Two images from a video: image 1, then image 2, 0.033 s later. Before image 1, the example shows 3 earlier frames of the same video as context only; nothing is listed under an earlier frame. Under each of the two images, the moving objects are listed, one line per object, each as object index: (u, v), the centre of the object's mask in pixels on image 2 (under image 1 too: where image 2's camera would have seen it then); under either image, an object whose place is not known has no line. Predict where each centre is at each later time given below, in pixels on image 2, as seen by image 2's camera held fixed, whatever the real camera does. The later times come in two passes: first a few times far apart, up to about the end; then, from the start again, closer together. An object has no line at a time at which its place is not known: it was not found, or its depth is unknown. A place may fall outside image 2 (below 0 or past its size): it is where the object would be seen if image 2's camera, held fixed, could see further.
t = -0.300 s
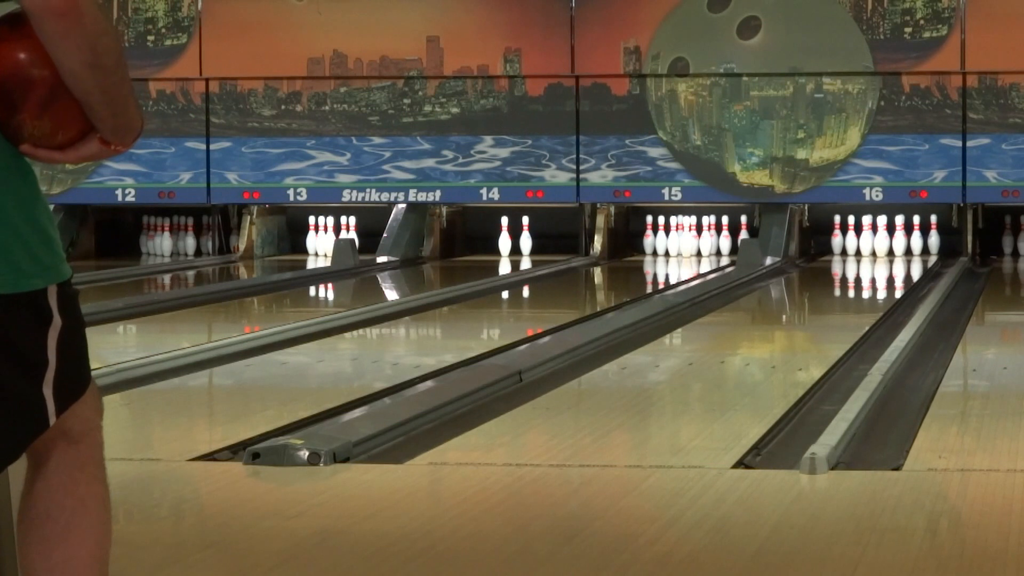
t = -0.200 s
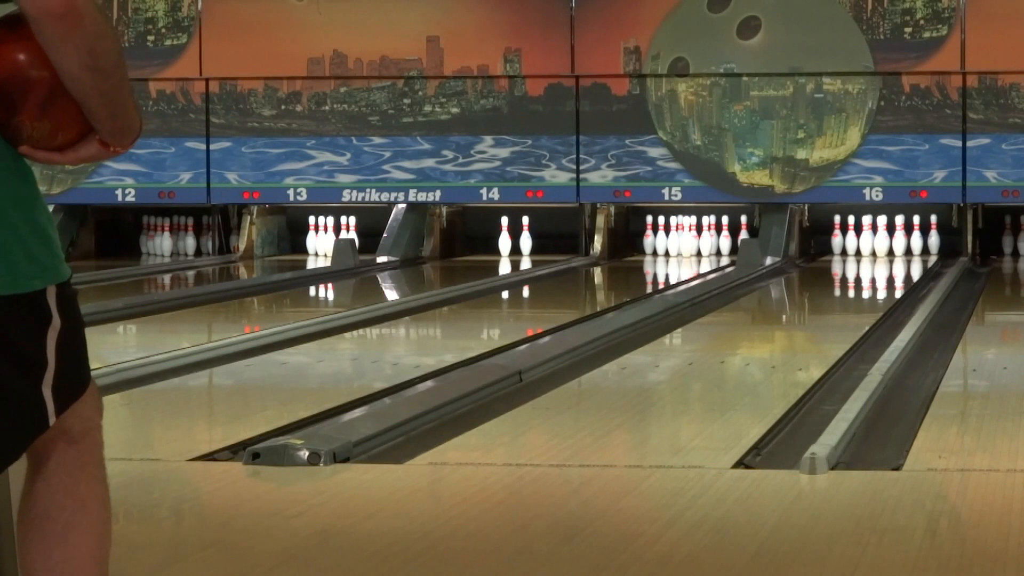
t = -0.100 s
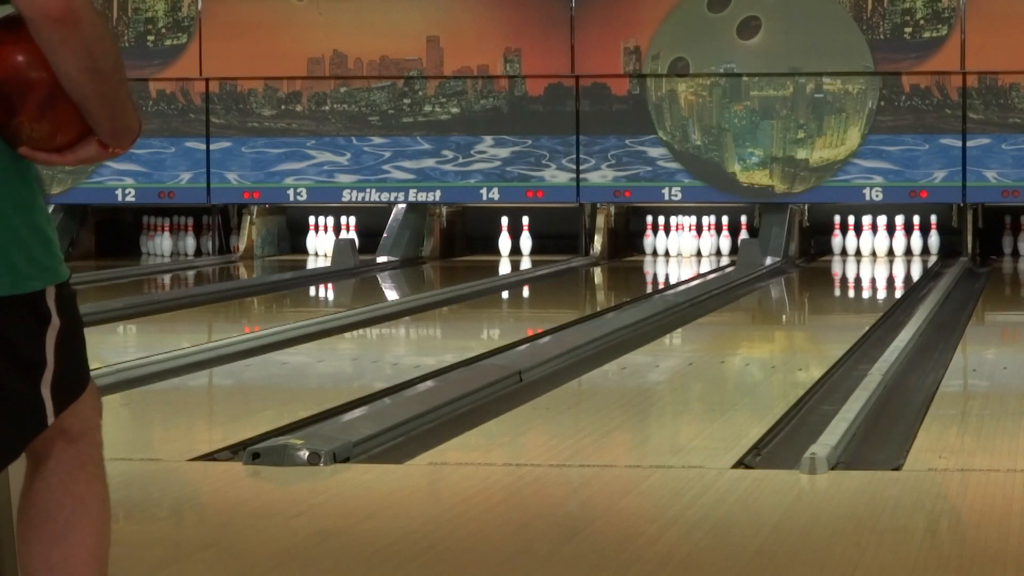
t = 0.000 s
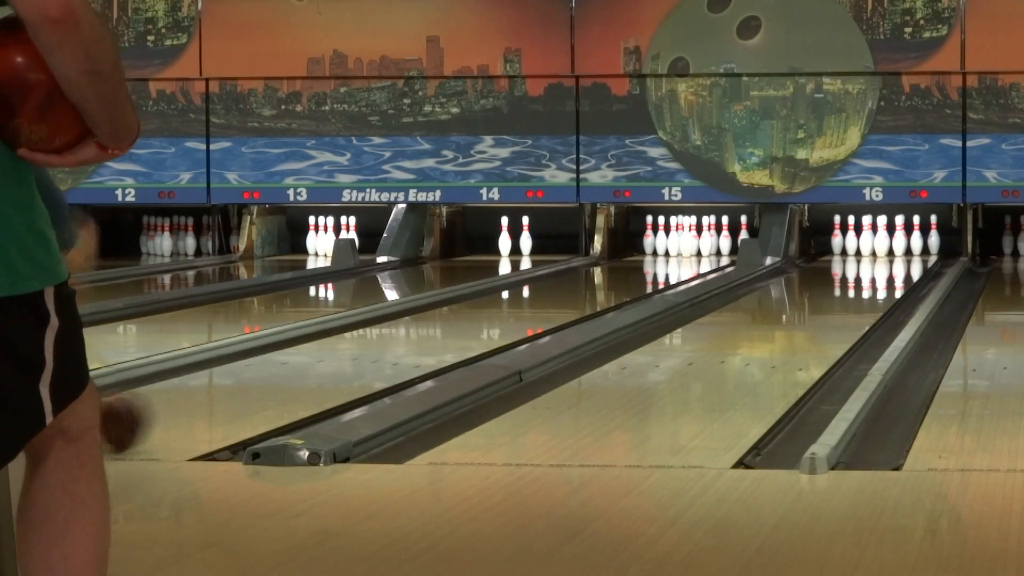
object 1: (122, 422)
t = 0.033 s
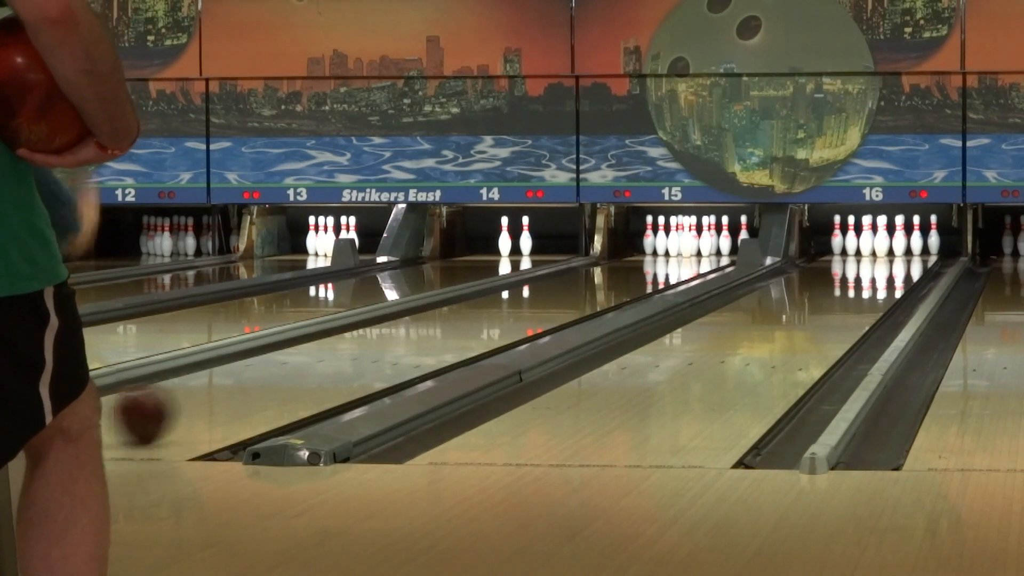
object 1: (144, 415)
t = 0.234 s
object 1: (273, 378)
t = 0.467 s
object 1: (383, 348)
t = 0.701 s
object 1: (466, 322)
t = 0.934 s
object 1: (529, 305)
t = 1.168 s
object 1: (580, 290)
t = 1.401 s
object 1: (619, 280)
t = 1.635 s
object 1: (650, 270)
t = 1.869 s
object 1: (673, 261)
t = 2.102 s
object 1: (688, 254)
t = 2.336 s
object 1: (697, 248)
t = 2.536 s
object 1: (709, 245)
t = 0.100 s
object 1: (190, 401)
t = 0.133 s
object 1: (212, 394)
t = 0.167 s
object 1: (233, 389)
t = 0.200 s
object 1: (253, 384)
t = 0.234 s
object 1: (273, 378)
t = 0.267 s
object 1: (290, 373)
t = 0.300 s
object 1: (308, 368)
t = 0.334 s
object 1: (323, 364)
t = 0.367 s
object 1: (339, 360)
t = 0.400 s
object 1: (355, 355)
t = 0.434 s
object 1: (369, 351)
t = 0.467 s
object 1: (383, 348)
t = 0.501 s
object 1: (397, 343)
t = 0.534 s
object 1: (409, 340)
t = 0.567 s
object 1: (422, 336)
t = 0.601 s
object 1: (434, 332)
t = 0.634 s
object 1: (446, 328)
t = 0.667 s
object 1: (456, 326)
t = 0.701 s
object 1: (466, 322)
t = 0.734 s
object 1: (476, 320)
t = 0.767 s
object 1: (486, 317)
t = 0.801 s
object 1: (495, 315)
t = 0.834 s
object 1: (504, 313)
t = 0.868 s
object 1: (513, 310)
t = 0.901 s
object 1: (522, 308)
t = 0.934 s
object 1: (529, 305)
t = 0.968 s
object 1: (538, 303)
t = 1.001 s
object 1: (546, 301)
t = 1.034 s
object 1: (553, 299)
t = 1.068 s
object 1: (559, 297)
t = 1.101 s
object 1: (566, 295)
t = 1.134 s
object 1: (573, 293)
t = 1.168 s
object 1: (580, 290)
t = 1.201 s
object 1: (586, 289)
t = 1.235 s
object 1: (593, 288)
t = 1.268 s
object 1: (598, 285)
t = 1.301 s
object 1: (603, 284)
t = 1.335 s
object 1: (609, 283)
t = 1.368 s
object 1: (614, 281)
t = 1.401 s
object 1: (619, 280)
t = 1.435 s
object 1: (622, 279)
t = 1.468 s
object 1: (630, 276)
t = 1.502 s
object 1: (633, 275)
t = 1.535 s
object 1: (638, 273)
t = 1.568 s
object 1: (642, 272)
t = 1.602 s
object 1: (646, 270)
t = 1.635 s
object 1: (650, 270)
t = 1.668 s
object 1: (654, 268)
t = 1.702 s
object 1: (657, 267)
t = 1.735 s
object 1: (661, 266)
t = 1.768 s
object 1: (664, 264)
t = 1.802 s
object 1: (667, 263)
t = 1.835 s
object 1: (670, 262)
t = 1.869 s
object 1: (673, 261)
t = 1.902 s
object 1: (675, 260)
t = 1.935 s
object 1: (677, 259)
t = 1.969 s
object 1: (680, 257)
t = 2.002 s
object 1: (682, 256)
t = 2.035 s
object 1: (684, 255)
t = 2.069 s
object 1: (686, 254)
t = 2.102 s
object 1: (688, 254)
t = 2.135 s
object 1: (689, 253)
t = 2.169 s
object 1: (691, 252)
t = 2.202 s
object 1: (692, 251)
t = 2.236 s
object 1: (693, 250)
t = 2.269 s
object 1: (694, 249)
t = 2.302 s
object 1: (695, 248)
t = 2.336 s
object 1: (697, 248)
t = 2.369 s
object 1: (697, 247)
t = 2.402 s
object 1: (699, 246)
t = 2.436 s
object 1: (702, 246)
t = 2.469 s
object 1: (705, 246)
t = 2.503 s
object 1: (708, 245)
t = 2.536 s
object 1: (709, 245)
